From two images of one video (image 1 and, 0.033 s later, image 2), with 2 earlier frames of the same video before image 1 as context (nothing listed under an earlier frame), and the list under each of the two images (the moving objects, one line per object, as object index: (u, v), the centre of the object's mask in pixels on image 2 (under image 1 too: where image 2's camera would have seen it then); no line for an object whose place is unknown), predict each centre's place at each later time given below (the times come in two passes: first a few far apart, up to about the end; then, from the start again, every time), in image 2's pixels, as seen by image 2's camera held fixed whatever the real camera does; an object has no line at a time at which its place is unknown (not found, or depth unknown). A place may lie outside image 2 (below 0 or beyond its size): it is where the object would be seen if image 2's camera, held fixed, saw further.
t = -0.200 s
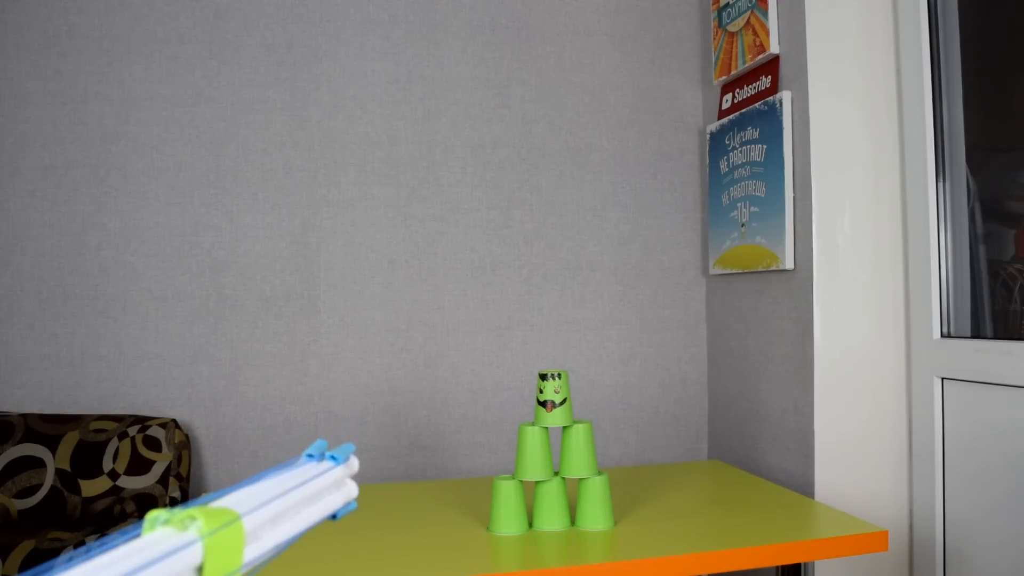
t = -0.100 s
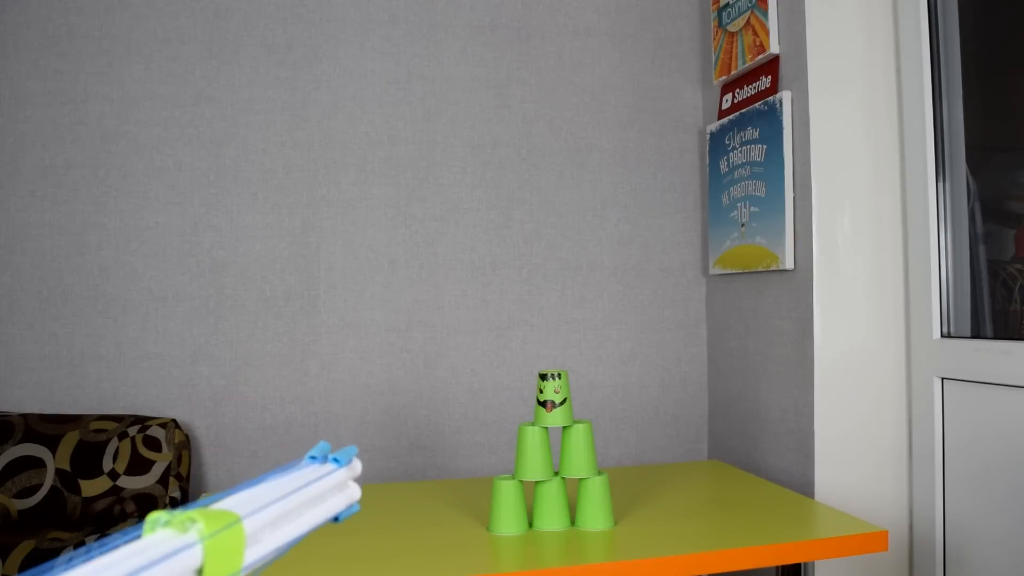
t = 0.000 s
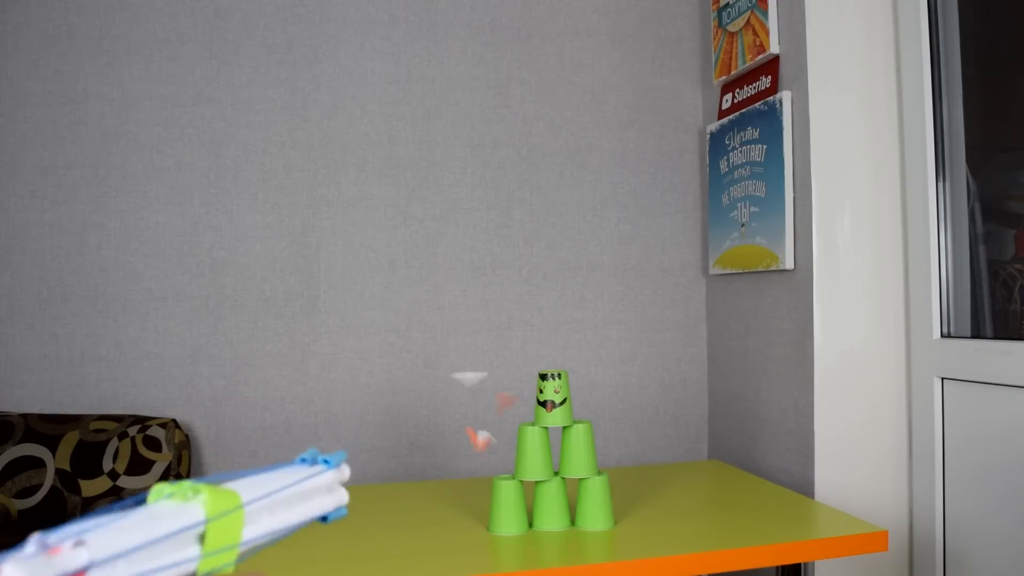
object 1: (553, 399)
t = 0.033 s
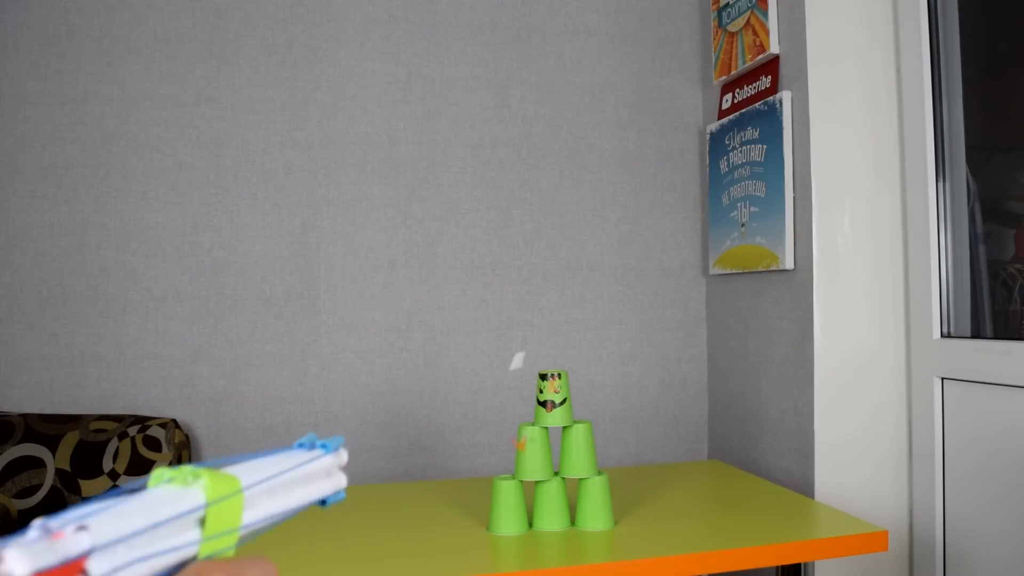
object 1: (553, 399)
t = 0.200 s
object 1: (546, 383)
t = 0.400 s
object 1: (568, 438)
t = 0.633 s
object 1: (611, 461)
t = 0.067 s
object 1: (551, 386)
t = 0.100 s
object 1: (548, 379)
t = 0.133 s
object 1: (545, 375)
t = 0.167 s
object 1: (545, 373)
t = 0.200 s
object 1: (546, 383)
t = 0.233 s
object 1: (547, 400)
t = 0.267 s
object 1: (547, 417)
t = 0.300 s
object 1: (548, 434)
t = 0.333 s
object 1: (553, 451)
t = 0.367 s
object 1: (557, 451)
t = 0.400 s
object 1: (568, 438)
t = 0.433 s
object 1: (574, 429)
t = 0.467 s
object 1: (582, 425)
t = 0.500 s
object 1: (589, 427)
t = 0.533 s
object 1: (596, 432)
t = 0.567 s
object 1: (602, 442)
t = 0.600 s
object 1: (606, 453)
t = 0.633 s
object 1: (611, 461)
